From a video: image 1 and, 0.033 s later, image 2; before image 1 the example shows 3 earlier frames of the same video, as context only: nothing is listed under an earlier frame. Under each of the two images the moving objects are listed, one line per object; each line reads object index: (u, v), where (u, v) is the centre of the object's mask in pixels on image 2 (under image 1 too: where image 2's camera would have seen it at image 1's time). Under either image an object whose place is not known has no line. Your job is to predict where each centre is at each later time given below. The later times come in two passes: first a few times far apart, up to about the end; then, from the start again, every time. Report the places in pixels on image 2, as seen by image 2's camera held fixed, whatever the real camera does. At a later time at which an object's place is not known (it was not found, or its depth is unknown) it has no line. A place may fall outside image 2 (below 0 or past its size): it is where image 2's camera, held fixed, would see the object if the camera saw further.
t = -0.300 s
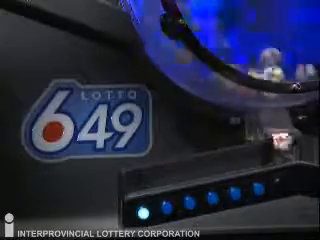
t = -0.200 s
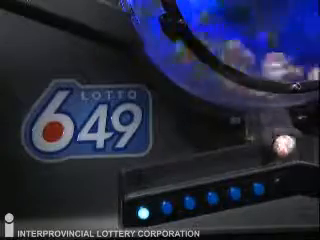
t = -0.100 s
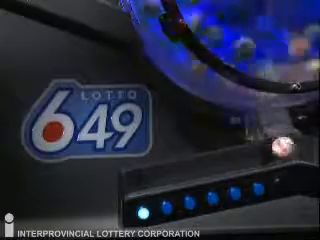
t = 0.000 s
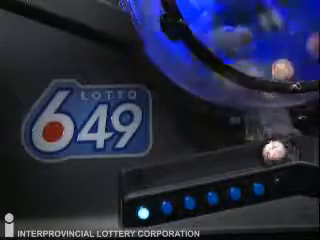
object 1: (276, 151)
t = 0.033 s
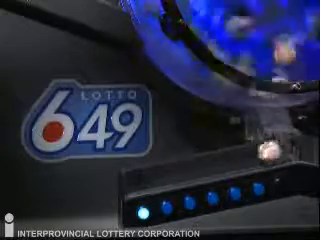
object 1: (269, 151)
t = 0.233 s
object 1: (250, 157)
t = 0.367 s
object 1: (230, 161)
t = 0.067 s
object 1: (264, 153)
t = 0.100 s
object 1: (261, 153)
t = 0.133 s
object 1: (259, 155)
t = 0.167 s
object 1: (256, 155)
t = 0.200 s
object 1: (253, 156)
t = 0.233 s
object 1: (250, 157)
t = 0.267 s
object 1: (245, 157)
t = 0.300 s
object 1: (240, 158)
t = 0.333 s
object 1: (235, 160)
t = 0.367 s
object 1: (230, 161)
